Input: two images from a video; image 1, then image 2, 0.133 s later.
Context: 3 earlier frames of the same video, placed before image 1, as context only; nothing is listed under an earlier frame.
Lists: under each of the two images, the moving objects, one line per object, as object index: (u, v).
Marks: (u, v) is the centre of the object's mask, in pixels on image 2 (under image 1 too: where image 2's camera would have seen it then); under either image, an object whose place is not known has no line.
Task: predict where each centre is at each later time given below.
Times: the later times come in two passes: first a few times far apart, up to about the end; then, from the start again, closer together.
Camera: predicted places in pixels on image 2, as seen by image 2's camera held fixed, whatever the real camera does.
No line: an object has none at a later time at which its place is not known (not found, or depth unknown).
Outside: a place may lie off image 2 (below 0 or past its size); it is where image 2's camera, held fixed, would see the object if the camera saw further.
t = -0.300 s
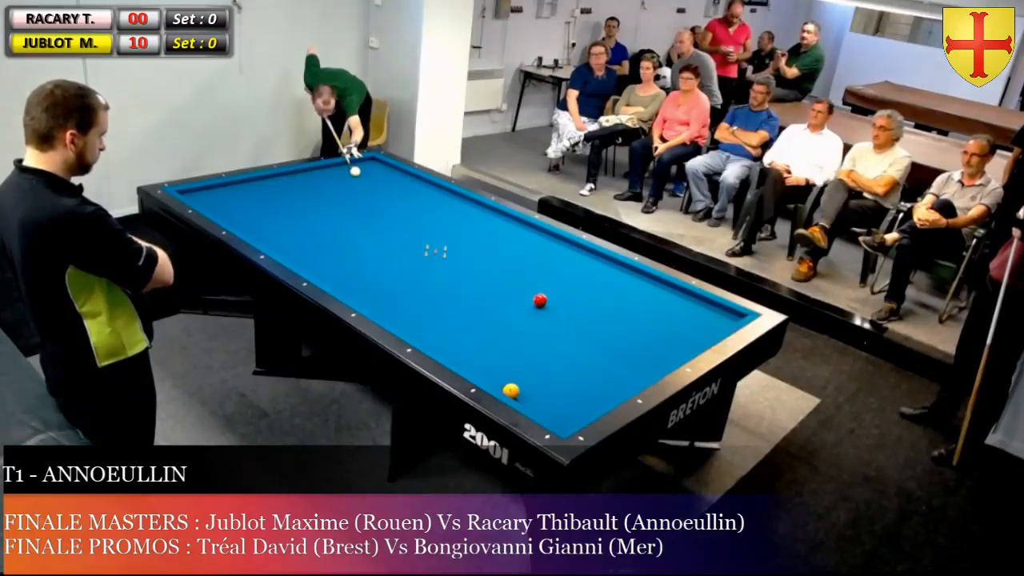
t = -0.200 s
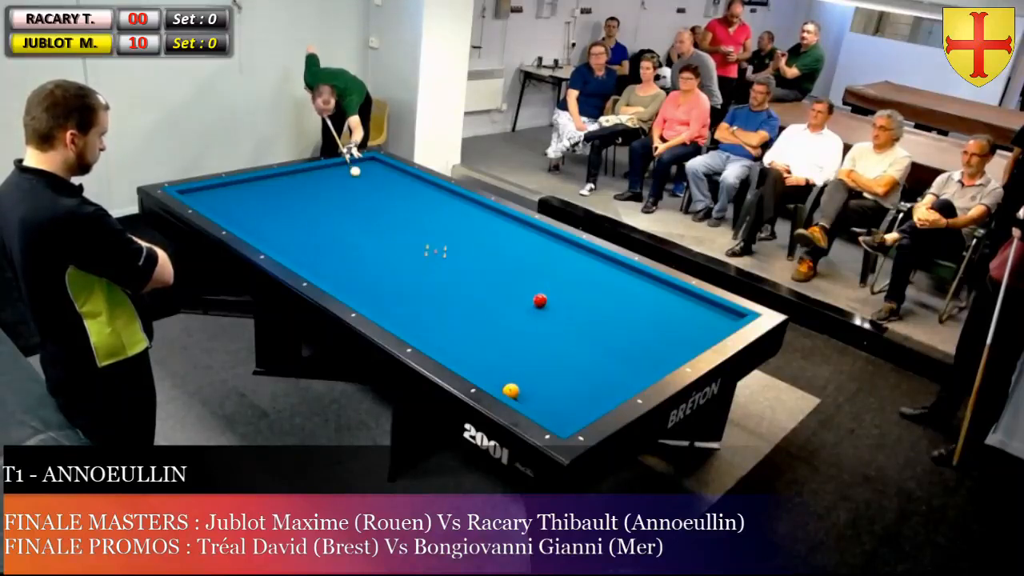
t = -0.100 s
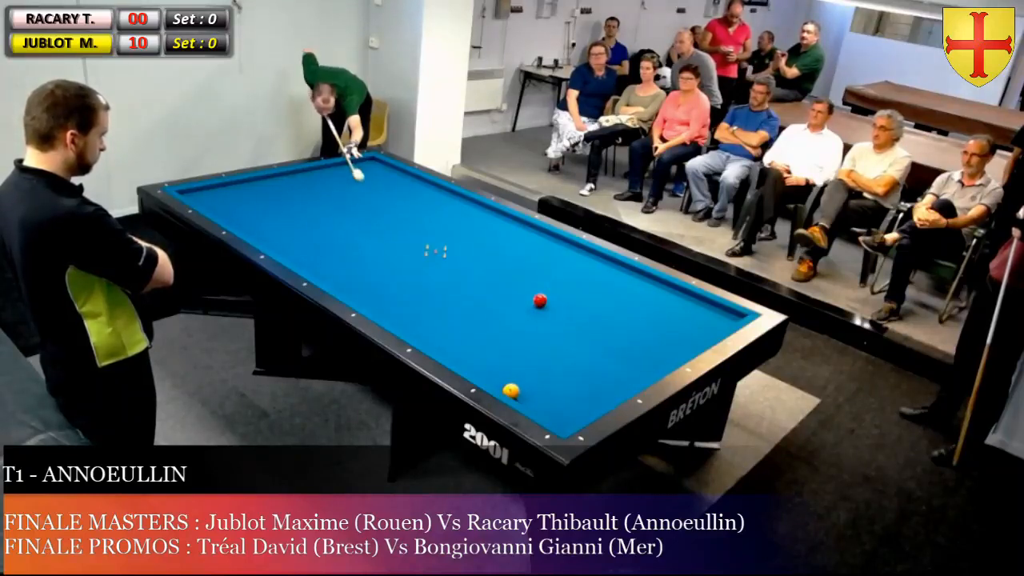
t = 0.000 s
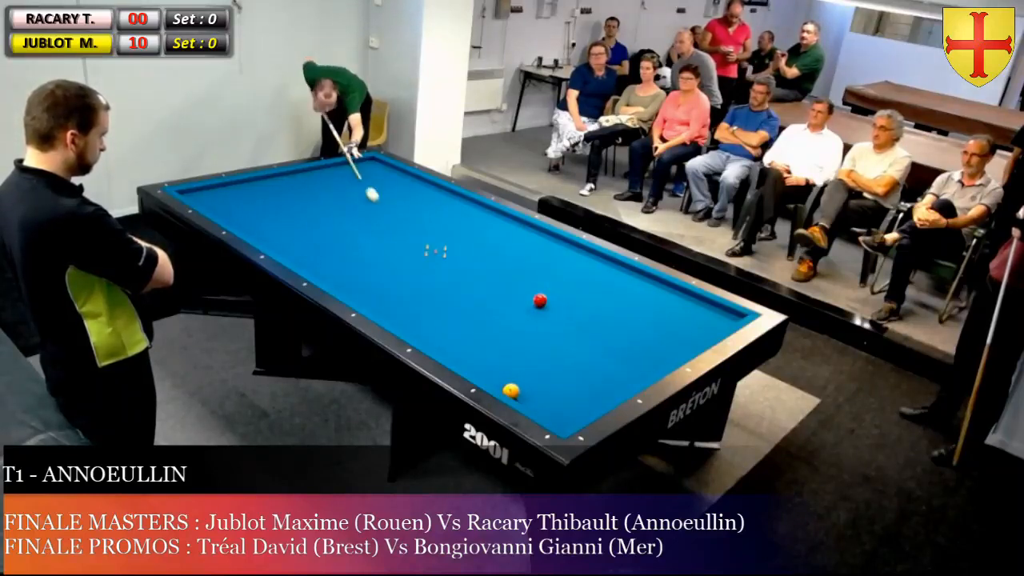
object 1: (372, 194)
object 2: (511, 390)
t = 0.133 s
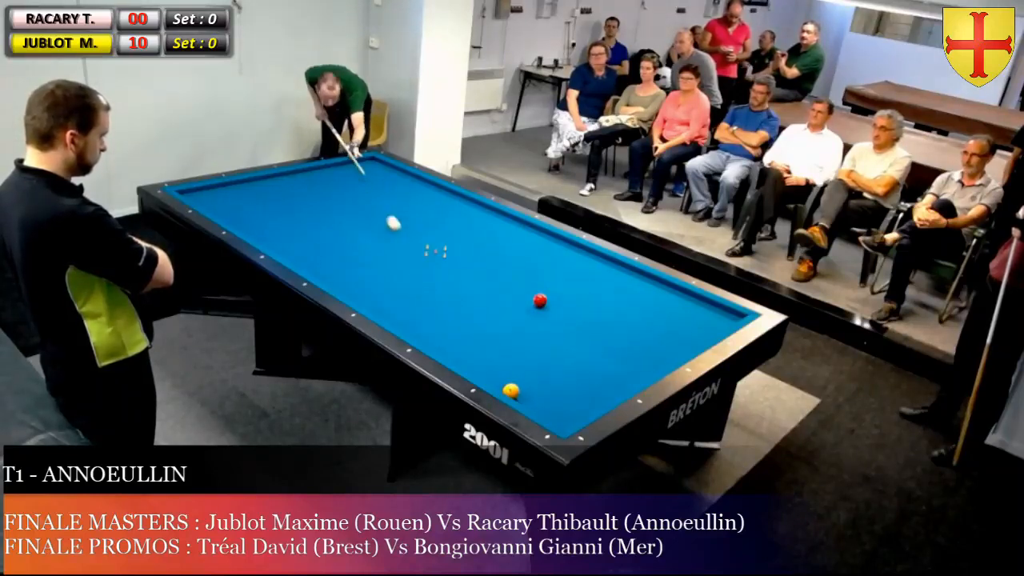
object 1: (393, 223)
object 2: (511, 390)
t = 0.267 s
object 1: (416, 255)
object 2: (511, 390)
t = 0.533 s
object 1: (470, 327)
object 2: (511, 390)
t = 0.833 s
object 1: (531, 385)
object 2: (556, 397)
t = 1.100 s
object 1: (565, 390)
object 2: (599, 380)
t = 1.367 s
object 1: (598, 395)
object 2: (604, 350)
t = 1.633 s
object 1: (604, 386)
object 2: (608, 324)
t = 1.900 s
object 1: (603, 375)
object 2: (612, 301)
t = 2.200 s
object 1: (601, 363)
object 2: (616, 279)
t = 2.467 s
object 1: (599, 353)
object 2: (616, 262)
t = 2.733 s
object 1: (598, 344)
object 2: (582, 259)
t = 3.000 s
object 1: (596, 335)
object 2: (550, 254)
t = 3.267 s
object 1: (595, 328)
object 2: (518, 250)
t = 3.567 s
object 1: (593, 320)
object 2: (484, 246)
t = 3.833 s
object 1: (592, 313)
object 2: (454, 242)
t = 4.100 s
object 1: (591, 307)
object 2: (425, 238)
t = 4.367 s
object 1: (590, 301)
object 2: (397, 235)
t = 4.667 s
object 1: (589, 296)
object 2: (366, 231)
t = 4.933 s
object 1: (588, 291)
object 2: (340, 228)
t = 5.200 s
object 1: (587, 287)
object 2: (314, 225)
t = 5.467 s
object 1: (587, 284)
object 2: (289, 221)
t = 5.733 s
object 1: (587, 280)
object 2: (265, 218)
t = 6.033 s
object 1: (586, 277)
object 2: (238, 215)
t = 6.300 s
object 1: (586, 274)
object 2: (216, 211)
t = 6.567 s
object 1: (586, 272)
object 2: (213, 207)
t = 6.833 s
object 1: (586, 270)
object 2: (214, 203)
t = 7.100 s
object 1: (585, 268)
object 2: (214, 199)
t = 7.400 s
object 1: (585, 266)
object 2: (216, 195)
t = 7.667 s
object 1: (585, 265)
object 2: (216, 191)
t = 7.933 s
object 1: (585, 264)
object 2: (217, 187)
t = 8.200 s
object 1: (585, 263)
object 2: (220, 185)
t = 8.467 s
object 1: (585, 263)
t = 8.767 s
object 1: (585, 262)
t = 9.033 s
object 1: (585, 262)
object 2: (233, 187)
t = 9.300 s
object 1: (585, 262)
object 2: (237, 188)
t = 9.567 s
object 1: (585, 262)
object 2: (240, 188)
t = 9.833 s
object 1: (585, 262)
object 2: (242, 189)
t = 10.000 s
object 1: (585, 262)
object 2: (243, 189)
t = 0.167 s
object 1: (399, 230)
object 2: (511, 390)
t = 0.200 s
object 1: (404, 238)
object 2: (511, 390)
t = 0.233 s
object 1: (411, 247)
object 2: (511, 390)
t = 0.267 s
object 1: (416, 255)
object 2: (511, 390)
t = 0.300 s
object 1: (423, 264)
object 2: (511, 390)
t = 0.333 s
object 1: (429, 272)
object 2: (511, 390)
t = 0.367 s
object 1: (436, 281)
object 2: (511, 390)
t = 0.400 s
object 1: (442, 289)
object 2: (511, 390)
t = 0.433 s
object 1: (449, 299)
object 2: (511, 390)
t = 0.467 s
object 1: (456, 308)
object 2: (511, 390)
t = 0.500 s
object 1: (463, 318)
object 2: (511, 390)
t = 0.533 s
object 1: (470, 327)
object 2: (511, 390)
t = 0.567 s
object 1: (478, 337)
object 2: (511, 390)
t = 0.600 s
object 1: (485, 347)
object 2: (511, 390)
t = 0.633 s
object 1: (493, 358)
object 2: (511, 390)
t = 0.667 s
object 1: (500, 368)
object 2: (511, 390)
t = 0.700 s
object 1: (508, 377)
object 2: (511, 390)
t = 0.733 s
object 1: (516, 381)
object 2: (518, 393)
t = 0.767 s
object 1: (521, 383)
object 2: (531, 395)
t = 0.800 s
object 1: (526, 385)
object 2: (545, 396)
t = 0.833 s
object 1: (531, 385)
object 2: (556, 397)
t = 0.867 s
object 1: (535, 386)
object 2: (568, 398)
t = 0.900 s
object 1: (539, 387)
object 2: (580, 399)
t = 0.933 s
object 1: (544, 387)
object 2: (591, 400)
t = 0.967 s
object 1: (548, 388)
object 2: (597, 398)
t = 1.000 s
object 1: (552, 389)
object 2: (598, 394)
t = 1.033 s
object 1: (556, 389)
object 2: (598, 389)
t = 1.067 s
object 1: (561, 390)
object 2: (599, 385)
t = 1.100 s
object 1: (565, 390)
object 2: (599, 380)
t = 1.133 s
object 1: (569, 391)
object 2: (600, 376)
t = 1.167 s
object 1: (573, 391)
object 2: (600, 372)
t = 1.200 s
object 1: (577, 392)
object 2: (601, 368)
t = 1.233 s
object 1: (581, 392)
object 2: (602, 364)
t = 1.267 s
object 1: (586, 393)
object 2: (602, 361)
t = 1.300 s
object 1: (590, 393)
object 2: (603, 357)
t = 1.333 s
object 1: (594, 394)
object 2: (604, 353)
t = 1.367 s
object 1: (598, 395)
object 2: (604, 350)
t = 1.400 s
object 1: (602, 395)
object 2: (605, 346)
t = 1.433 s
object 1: (605, 395)
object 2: (605, 343)
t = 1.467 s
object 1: (605, 393)
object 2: (606, 340)
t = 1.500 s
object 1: (605, 392)
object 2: (606, 336)
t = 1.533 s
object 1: (604, 391)
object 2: (607, 333)
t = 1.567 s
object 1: (604, 389)
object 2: (607, 330)
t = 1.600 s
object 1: (604, 387)
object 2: (608, 327)
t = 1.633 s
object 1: (604, 386)
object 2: (608, 324)
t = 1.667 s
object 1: (604, 384)
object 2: (609, 321)
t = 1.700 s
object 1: (604, 383)
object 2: (609, 318)
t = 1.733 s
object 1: (603, 382)
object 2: (610, 315)
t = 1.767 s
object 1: (603, 380)
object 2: (610, 312)
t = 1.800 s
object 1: (603, 379)
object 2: (611, 309)
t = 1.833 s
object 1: (603, 377)
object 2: (611, 306)
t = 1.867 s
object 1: (603, 376)
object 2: (611, 304)
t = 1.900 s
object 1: (603, 375)
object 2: (612, 301)
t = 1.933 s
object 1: (602, 373)
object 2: (612, 299)
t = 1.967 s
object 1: (602, 372)
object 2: (613, 296)
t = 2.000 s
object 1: (602, 371)
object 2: (613, 293)
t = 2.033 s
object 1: (602, 369)
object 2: (614, 291)
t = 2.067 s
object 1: (602, 368)
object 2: (614, 288)
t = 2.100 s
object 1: (601, 367)
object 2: (615, 286)
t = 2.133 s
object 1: (601, 365)
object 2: (615, 284)
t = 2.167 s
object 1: (601, 364)
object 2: (615, 281)
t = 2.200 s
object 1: (601, 363)
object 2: (616, 279)
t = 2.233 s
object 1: (600, 362)
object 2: (616, 277)
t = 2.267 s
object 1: (600, 360)
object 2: (616, 275)
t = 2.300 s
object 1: (600, 359)
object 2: (617, 272)
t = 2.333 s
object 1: (600, 358)
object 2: (617, 270)
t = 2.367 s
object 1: (600, 357)
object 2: (617, 268)
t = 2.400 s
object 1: (599, 355)
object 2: (618, 266)
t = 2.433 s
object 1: (599, 354)
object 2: (618, 263)
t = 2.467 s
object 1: (599, 353)
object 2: (616, 262)
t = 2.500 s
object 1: (599, 351)
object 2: (611, 262)
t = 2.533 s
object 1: (599, 350)
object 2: (606, 262)
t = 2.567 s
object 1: (599, 349)
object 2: (602, 261)
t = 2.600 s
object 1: (598, 348)
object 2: (598, 261)
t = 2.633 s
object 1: (598, 347)
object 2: (594, 260)
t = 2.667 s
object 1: (598, 346)
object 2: (590, 260)
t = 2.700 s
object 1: (598, 345)
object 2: (586, 259)
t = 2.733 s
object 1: (598, 344)
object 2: (582, 259)
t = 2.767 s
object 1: (597, 342)
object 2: (577, 258)
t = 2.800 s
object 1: (597, 341)
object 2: (574, 258)
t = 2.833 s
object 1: (597, 340)
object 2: (569, 257)
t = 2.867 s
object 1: (597, 339)
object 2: (566, 257)
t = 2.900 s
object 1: (596, 338)
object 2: (561, 256)
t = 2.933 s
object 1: (596, 337)
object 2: (557, 256)
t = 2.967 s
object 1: (596, 336)
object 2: (554, 255)
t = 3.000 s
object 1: (596, 335)
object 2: (550, 254)
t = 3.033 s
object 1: (596, 334)
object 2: (546, 254)
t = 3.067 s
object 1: (596, 333)
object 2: (542, 254)
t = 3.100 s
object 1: (595, 332)
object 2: (538, 253)
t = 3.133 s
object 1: (595, 331)
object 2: (534, 252)
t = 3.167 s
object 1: (595, 330)
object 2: (530, 252)
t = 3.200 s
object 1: (595, 329)
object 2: (526, 252)
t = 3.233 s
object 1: (595, 329)
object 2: (522, 251)
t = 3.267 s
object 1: (595, 328)
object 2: (518, 250)
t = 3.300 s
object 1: (595, 327)
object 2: (514, 250)
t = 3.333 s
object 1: (594, 326)
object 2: (511, 250)
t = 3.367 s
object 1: (594, 325)
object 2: (507, 249)
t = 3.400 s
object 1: (594, 324)
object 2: (503, 248)
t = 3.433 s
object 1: (594, 323)
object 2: (499, 248)
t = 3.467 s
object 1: (594, 323)
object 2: (495, 248)
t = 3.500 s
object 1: (594, 321)
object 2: (492, 247)
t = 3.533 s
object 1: (593, 321)
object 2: (488, 247)
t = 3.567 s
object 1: (593, 320)
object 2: (484, 246)
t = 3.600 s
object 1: (593, 319)
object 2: (480, 245)
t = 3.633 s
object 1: (593, 318)
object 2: (477, 245)
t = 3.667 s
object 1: (593, 317)
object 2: (473, 244)
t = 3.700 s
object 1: (593, 316)
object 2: (469, 244)
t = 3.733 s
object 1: (593, 315)
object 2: (465, 244)
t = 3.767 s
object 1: (592, 315)
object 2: (462, 243)
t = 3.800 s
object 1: (592, 314)
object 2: (458, 243)
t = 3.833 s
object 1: (592, 313)
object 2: (454, 242)
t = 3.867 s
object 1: (592, 312)
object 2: (451, 242)
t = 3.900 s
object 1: (592, 311)
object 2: (447, 241)
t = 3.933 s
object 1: (592, 311)
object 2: (443, 241)
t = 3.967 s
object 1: (592, 310)
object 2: (440, 240)
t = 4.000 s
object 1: (592, 309)
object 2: (436, 240)
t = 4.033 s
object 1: (591, 308)
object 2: (432, 239)
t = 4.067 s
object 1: (591, 308)
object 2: (429, 239)
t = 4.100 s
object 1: (591, 307)
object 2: (425, 238)
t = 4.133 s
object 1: (591, 306)
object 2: (422, 238)
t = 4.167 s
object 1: (591, 306)
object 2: (418, 237)
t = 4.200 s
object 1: (591, 305)
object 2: (415, 237)
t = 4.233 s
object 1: (591, 304)
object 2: (411, 236)
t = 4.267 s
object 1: (591, 303)
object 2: (408, 236)
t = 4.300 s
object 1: (590, 303)
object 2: (404, 236)
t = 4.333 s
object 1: (590, 302)
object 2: (401, 235)
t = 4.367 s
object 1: (590, 301)
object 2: (397, 235)
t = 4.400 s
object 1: (590, 301)
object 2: (394, 235)
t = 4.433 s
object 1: (590, 300)
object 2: (390, 234)
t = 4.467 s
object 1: (590, 299)
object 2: (387, 234)
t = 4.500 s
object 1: (590, 299)
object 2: (383, 233)
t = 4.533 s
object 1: (589, 298)
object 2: (380, 233)
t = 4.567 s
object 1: (589, 298)
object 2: (376, 232)
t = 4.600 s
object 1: (589, 297)
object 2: (373, 232)
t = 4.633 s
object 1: (589, 296)
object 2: (370, 231)
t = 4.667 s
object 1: (589, 296)
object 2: (366, 231)
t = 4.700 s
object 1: (589, 295)
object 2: (363, 231)
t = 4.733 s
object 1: (589, 295)
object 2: (359, 230)
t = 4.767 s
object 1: (589, 294)
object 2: (356, 230)
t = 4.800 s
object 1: (589, 293)
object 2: (353, 229)
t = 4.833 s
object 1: (589, 293)
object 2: (350, 229)
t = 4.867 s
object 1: (588, 292)
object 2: (346, 229)
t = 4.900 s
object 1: (588, 292)
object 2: (343, 228)
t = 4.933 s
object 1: (588, 291)
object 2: (340, 228)
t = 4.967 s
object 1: (588, 291)
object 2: (337, 227)
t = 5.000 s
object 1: (588, 290)
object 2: (333, 227)
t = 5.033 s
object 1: (588, 290)
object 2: (330, 226)
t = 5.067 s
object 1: (588, 289)
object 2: (327, 226)
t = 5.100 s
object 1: (588, 289)
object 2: (323, 226)
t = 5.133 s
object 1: (588, 288)
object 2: (320, 225)
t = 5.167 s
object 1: (588, 288)
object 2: (317, 225)
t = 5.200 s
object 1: (587, 287)
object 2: (314, 225)
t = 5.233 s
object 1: (587, 287)
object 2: (311, 224)
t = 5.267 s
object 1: (587, 286)
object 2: (308, 224)
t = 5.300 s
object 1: (587, 286)
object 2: (304, 223)
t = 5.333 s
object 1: (587, 285)
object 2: (301, 223)
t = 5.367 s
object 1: (587, 285)
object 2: (298, 222)
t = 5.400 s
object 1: (587, 284)
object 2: (295, 222)
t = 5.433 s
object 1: (587, 284)
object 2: (292, 222)
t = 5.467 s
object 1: (587, 284)
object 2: (289, 221)
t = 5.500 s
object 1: (587, 283)
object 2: (286, 221)
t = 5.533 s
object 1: (587, 283)
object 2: (283, 221)
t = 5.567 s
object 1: (587, 282)
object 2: (280, 220)
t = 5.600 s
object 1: (587, 282)
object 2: (277, 220)
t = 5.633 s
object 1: (587, 282)
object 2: (273, 219)
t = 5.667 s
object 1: (587, 281)
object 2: (271, 219)
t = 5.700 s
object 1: (587, 281)
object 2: (268, 219)
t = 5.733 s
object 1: (587, 280)
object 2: (265, 218)
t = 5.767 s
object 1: (587, 280)
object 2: (262, 218)
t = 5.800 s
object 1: (587, 279)
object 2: (259, 218)
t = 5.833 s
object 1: (587, 279)
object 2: (256, 217)
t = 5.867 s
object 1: (586, 279)
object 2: (253, 217)
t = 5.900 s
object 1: (586, 278)
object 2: (250, 216)
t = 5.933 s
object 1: (586, 278)
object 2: (247, 216)
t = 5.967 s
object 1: (586, 278)
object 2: (244, 216)
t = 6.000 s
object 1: (586, 277)
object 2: (241, 215)
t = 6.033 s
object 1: (586, 277)
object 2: (238, 215)
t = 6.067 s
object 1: (586, 277)
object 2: (236, 214)
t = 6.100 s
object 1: (586, 276)
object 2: (233, 214)
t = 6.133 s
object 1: (586, 276)
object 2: (230, 214)
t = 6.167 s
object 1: (586, 276)
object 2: (227, 214)
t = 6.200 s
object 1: (586, 275)
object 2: (224, 213)
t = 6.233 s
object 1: (586, 275)
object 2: (221, 213)
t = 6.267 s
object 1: (586, 275)
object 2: (219, 212)
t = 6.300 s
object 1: (586, 274)
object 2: (216, 211)
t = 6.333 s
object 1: (586, 274)
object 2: (214, 211)
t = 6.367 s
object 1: (586, 274)
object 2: (213, 210)
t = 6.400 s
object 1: (586, 273)
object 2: (213, 210)
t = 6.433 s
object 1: (586, 273)
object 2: (213, 209)
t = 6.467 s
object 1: (586, 273)
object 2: (213, 209)
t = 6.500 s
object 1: (586, 273)
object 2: (213, 208)
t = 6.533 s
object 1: (586, 272)
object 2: (213, 208)
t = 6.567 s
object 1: (586, 272)
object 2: (213, 207)
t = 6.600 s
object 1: (586, 272)
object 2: (213, 207)
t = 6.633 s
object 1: (586, 271)
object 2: (213, 206)
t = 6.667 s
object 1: (586, 271)
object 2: (213, 206)
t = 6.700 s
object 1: (586, 271)
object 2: (214, 205)
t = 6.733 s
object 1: (586, 271)
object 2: (214, 205)
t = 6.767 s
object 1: (586, 270)
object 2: (214, 204)
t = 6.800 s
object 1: (586, 270)
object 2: (214, 203)
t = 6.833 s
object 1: (586, 270)
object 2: (214, 203)
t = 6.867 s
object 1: (586, 270)
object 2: (214, 202)
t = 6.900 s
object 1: (586, 269)
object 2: (214, 202)
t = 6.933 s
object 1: (586, 269)
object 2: (214, 201)
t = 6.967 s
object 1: (585, 269)
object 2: (214, 201)
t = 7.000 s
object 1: (585, 269)
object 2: (214, 200)
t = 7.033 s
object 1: (585, 269)
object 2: (214, 200)
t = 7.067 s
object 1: (585, 268)
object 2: (214, 199)
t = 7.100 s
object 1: (585, 268)
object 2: (214, 199)
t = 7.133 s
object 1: (584, 268)
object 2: (215, 198)
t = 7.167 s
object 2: (215, 198)
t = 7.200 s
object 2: (215, 197)
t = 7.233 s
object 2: (215, 197)
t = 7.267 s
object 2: (215, 196)
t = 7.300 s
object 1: (586, 264)
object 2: (215, 196)
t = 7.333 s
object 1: (585, 266)
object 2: (215, 196)
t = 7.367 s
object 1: (585, 267)
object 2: (216, 195)
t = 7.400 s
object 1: (585, 266)
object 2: (216, 195)
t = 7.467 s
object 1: (585, 266)
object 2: (216, 194)
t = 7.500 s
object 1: (585, 266)
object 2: (216, 193)
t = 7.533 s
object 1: (585, 266)
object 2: (216, 193)
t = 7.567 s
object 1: (585, 266)
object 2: (216, 192)
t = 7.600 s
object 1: (585, 266)
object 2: (216, 192)
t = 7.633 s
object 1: (585, 265)
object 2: (216, 191)
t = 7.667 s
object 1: (585, 265)
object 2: (216, 191)
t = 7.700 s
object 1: (585, 265)
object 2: (216, 190)
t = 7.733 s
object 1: (585, 265)
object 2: (216, 190)
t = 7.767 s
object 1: (585, 265)
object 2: (216, 189)
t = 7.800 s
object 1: (585, 265)
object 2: (216, 189)
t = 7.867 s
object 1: (585, 264)
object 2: (216, 188)
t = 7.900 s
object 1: (585, 264)
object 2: (216, 188)
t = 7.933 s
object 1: (585, 264)
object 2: (217, 187)
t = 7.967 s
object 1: (585, 264)
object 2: (217, 187)
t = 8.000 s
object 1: (585, 264)
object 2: (217, 186)
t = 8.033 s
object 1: (585, 264)
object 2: (217, 186)
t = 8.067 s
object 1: (585, 264)
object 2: (217, 186)
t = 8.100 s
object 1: (585, 263)
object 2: (217, 185)
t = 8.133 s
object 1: (585, 263)
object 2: (218, 185)
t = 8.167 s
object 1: (585, 263)
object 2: (218, 185)
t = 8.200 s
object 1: (585, 263)
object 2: (220, 185)
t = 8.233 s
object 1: (585, 263)
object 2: (220, 185)
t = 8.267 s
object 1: (585, 263)
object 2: (220, 182)
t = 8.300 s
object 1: (585, 263)
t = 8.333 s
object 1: (585, 263)
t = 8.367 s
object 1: (585, 263)
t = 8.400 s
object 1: (585, 263)
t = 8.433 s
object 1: (585, 263)
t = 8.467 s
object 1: (585, 263)
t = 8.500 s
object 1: (585, 263)
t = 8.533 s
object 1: (585, 263)
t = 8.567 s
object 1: (585, 263)
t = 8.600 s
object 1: (585, 263)
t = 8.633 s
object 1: (585, 263)
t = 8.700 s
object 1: (585, 262)
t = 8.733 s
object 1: (585, 262)
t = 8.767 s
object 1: (585, 262)
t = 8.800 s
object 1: (585, 262)
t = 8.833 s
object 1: (585, 262)
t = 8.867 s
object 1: (585, 262)
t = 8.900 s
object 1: (585, 262)
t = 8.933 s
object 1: (585, 262)
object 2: (234, 187)
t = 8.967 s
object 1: (585, 262)
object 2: (233, 187)
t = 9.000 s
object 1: (585, 262)
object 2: (233, 187)
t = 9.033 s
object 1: (585, 262)
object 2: (233, 187)
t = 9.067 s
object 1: (585, 262)
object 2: (234, 187)
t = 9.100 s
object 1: (585, 262)
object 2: (234, 187)
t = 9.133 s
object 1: (585, 262)
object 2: (235, 187)
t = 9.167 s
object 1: (585, 262)
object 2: (235, 187)
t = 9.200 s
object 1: (585, 262)
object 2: (235, 188)
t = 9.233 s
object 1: (585, 262)
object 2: (236, 188)
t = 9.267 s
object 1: (585, 262)
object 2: (236, 188)
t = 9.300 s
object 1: (585, 262)
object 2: (237, 188)
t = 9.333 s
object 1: (585, 262)
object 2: (237, 188)
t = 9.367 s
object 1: (585, 262)
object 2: (237, 188)
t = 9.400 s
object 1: (585, 262)
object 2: (238, 188)
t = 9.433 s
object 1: (585, 262)
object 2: (238, 188)
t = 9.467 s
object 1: (585, 262)
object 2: (238, 188)
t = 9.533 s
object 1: (585, 262)
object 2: (239, 188)
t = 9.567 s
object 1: (585, 262)
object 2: (240, 188)
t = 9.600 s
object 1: (585, 262)
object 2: (240, 188)
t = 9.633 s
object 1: (585, 262)
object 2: (240, 188)
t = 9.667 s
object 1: (585, 262)
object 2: (241, 188)
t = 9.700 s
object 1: (585, 262)
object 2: (241, 188)
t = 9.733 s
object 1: (585, 262)
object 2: (241, 188)
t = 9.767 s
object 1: (585, 262)
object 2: (241, 188)
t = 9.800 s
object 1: (585, 262)
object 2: (242, 189)
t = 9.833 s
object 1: (585, 262)
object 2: (242, 189)
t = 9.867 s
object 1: (585, 262)
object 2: (242, 189)
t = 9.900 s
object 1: (585, 262)
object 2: (243, 189)
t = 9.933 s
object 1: (585, 262)
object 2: (243, 189)
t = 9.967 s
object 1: (585, 262)
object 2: (243, 189)
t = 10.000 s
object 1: (585, 262)
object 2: (243, 189)
